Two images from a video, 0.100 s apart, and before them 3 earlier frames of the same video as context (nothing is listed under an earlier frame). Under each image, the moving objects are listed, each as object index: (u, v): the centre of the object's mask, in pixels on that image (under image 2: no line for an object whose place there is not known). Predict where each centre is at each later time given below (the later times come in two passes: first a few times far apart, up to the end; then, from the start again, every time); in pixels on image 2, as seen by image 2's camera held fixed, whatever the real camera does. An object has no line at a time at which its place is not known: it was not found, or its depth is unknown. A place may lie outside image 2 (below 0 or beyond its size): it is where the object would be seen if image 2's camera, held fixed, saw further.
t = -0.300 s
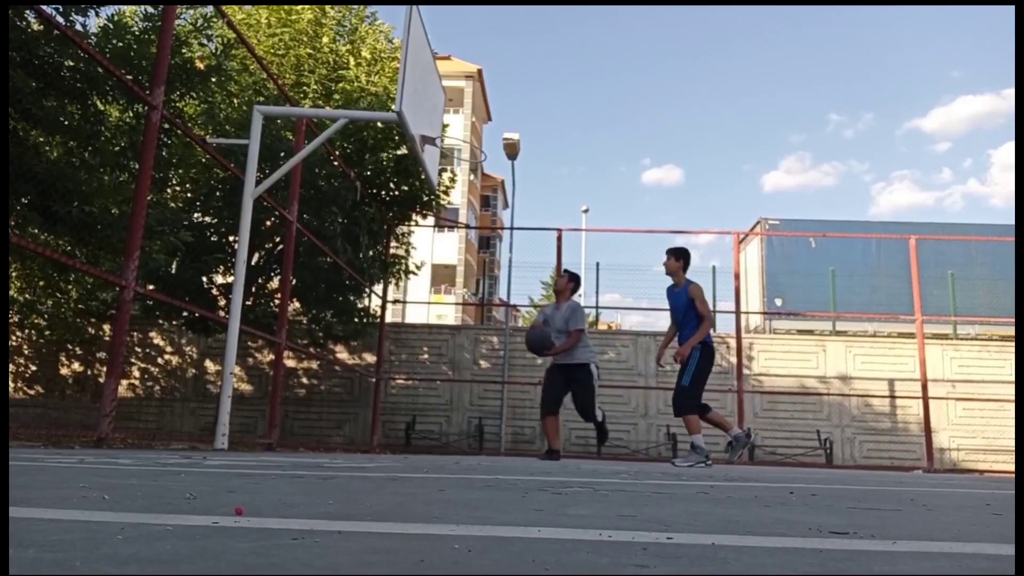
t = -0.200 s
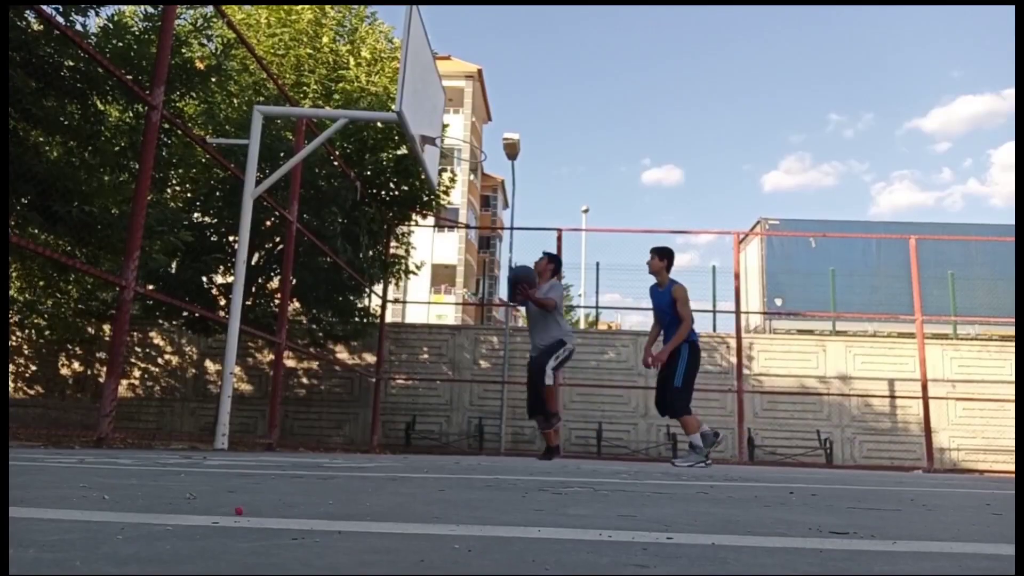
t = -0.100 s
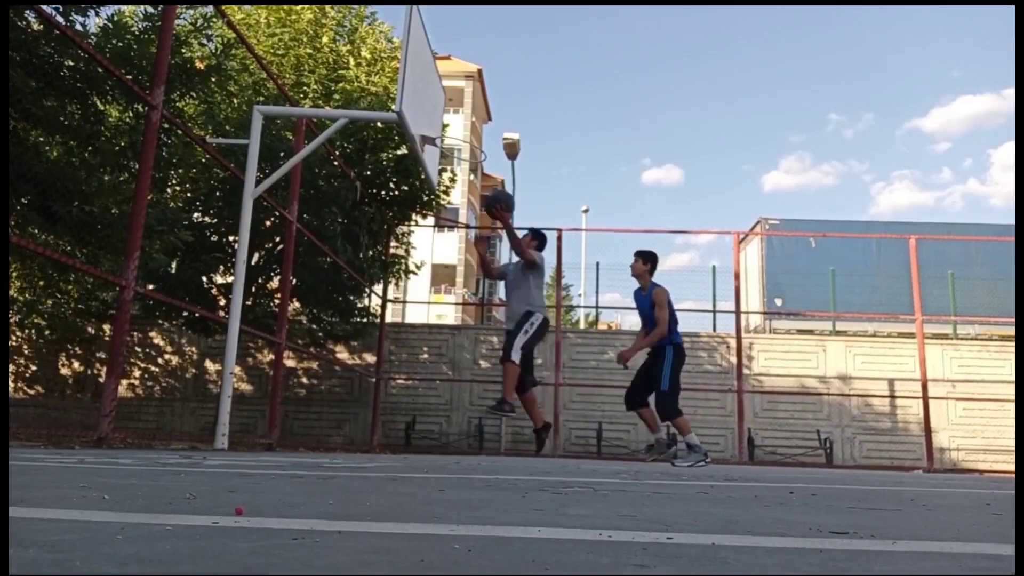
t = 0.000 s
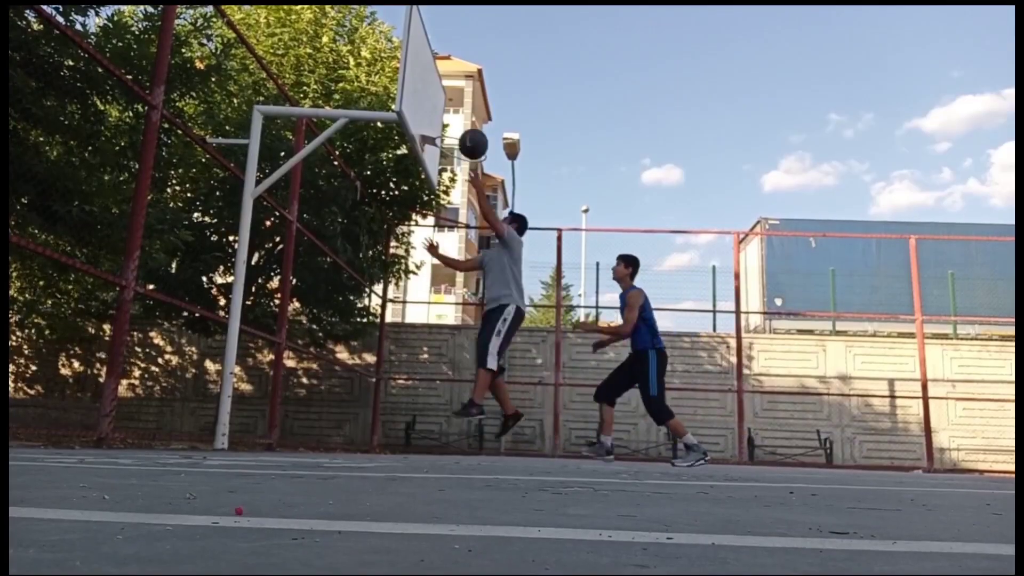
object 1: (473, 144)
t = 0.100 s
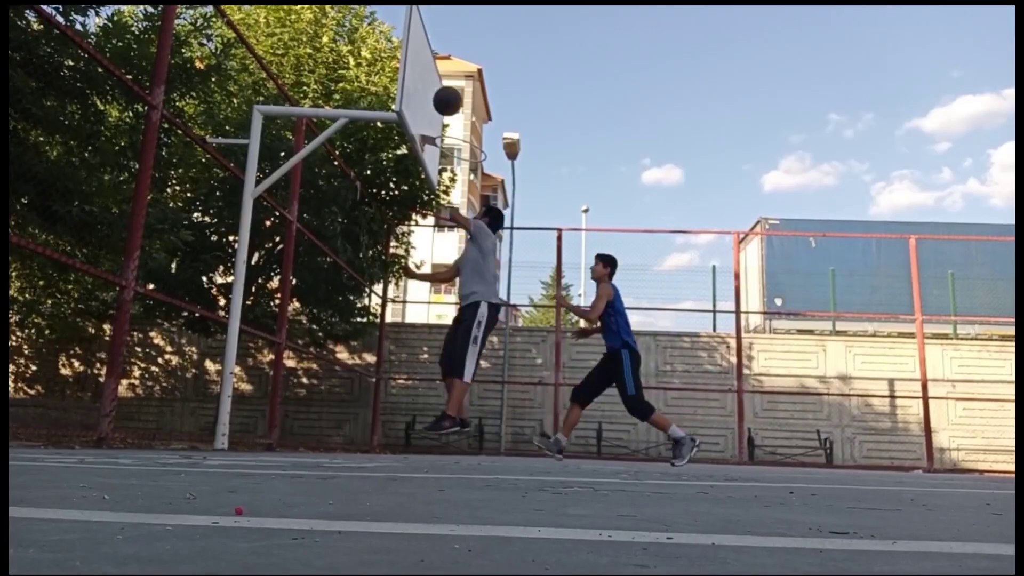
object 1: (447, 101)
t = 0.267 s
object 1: (447, 72)
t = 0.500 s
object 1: (507, 100)
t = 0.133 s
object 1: (439, 90)
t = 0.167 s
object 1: (431, 81)
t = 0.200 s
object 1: (429, 75)
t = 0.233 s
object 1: (438, 73)
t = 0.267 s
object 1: (447, 72)
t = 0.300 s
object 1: (456, 72)
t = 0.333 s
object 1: (465, 74)
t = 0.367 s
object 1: (473, 77)
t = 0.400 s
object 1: (482, 81)
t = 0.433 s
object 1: (491, 86)
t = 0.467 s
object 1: (499, 92)
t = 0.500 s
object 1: (507, 100)
